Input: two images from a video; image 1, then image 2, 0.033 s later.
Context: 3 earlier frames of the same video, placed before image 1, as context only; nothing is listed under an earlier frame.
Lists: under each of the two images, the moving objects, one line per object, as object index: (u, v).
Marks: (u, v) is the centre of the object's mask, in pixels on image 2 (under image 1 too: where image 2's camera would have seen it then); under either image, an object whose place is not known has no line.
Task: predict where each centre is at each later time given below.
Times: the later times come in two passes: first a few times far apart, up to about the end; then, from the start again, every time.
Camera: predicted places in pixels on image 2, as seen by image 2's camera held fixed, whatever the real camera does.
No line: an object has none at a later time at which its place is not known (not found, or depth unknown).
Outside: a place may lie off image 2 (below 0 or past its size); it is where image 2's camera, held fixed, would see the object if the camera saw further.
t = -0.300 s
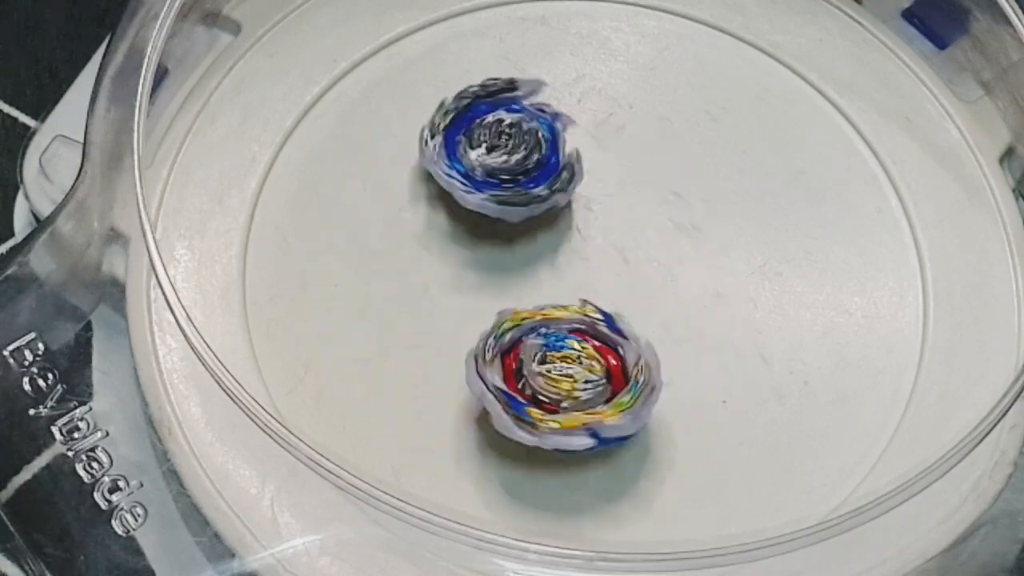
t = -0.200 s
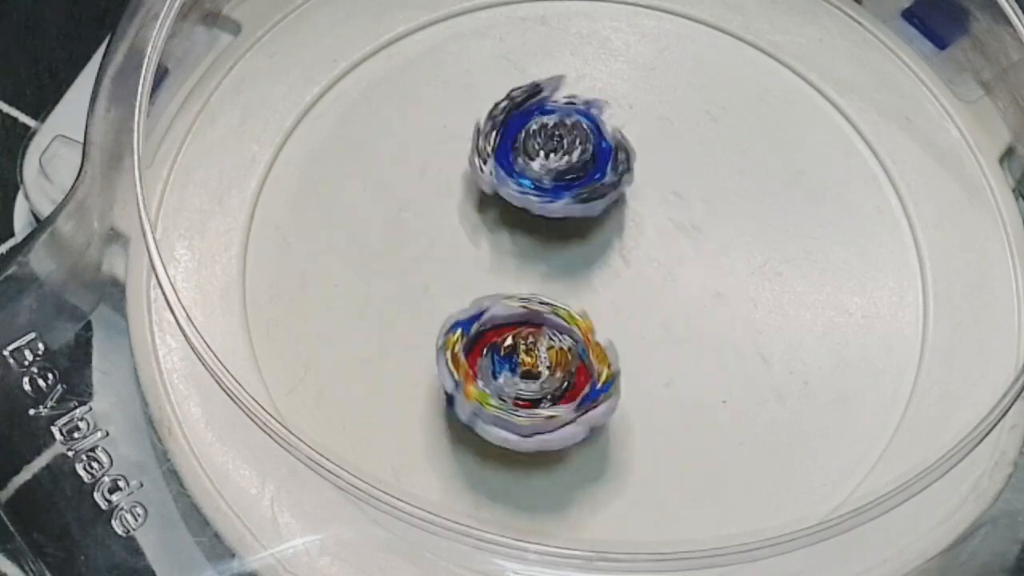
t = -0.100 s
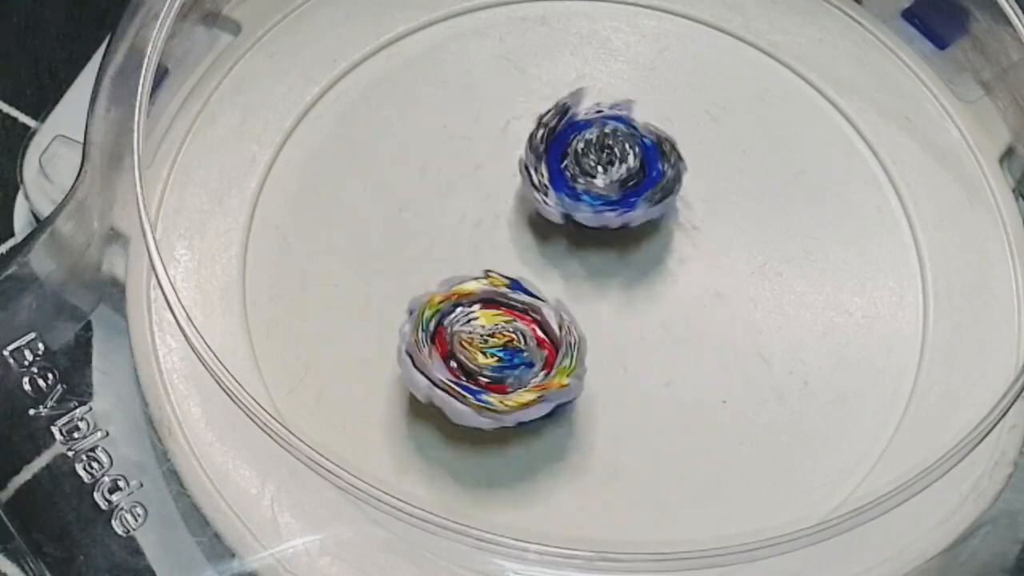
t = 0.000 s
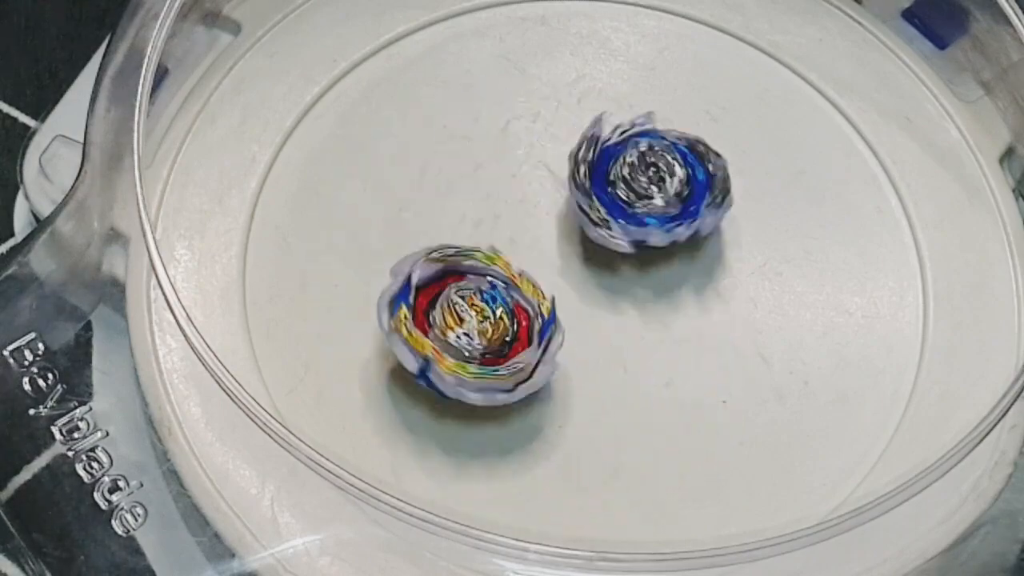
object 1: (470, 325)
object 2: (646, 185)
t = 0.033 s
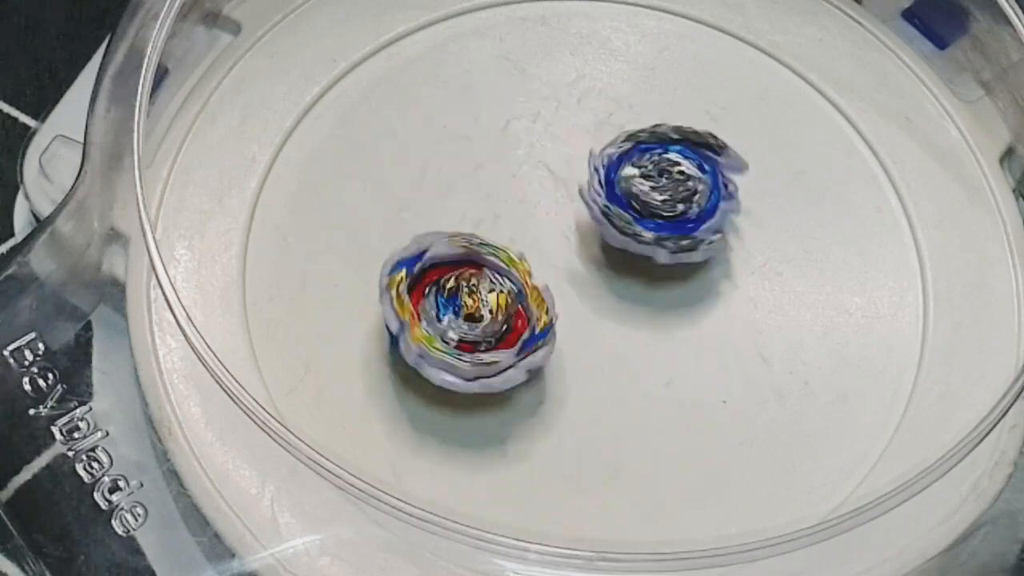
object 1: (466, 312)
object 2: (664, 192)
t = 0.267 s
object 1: (468, 232)
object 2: (727, 261)
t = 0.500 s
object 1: (523, 177)
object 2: (684, 338)
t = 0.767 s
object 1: (615, 169)
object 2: (552, 310)
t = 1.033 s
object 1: (683, 214)
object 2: (458, 245)
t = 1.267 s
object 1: (683, 282)
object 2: (486, 174)
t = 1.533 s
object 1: (621, 338)
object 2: (595, 187)
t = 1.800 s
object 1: (517, 357)
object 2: (672, 206)
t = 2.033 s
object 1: (461, 320)
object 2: (670, 235)
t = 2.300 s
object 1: (336, 228)
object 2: (706, 234)
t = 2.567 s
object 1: (363, 204)
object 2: (715, 270)
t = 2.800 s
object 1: (461, 219)
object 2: (633, 275)
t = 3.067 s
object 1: (520, 209)
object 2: (653, 310)
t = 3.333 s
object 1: (610, 172)
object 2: (632, 345)
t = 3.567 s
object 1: (615, 172)
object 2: (626, 345)
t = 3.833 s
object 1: (617, 172)
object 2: (626, 342)
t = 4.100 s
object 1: (617, 171)
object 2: (621, 339)
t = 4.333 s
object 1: (618, 170)
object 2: (615, 335)
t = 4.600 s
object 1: (619, 171)
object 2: (612, 338)
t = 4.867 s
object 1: (621, 170)
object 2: (613, 338)
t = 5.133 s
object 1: (622, 169)
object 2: (612, 335)
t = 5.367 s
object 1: (623, 169)
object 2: (609, 332)
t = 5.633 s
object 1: (625, 169)
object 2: (606, 332)
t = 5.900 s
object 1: (626, 169)
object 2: (606, 333)
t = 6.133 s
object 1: (627, 168)
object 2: (607, 330)
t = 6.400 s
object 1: (627, 166)
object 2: (605, 324)
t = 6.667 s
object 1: (628, 168)
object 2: (598, 322)
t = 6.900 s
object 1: (629, 170)
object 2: (595, 322)
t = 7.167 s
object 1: (630, 171)
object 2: (595, 322)
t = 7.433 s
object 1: (630, 169)
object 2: (595, 319)
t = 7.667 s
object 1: (631, 169)
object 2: (592, 316)
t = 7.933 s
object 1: (631, 171)
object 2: (589, 316)
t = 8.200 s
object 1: (631, 171)
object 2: (589, 316)
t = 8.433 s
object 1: (631, 171)
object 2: (590, 313)
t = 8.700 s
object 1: (632, 172)
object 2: (588, 308)
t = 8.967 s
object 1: (631, 172)
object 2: (583, 305)
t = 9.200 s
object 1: (630, 172)
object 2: (581, 307)
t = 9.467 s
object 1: (631, 169)
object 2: (582, 304)
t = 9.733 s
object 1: (635, 156)
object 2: (557, 295)
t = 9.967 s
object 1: (616, 186)
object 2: (503, 285)
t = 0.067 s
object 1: (460, 301)
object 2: (673, 197)
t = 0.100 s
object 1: (459, 289)
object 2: (687, 210)
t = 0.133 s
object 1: (457, 275)
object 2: (701, 217)
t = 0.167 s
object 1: (459, 265)
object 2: (706, 225)
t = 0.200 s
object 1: (460, 252)
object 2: (718, 240)
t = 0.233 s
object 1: (463, 243)
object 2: (726, 249)
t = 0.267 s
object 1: (468, 232)
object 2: (727, 261)
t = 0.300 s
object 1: (471, 223)
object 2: (733, 277)
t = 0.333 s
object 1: (478, 213)
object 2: (732, 287)
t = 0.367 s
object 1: (484, 203)
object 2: (725, 300)
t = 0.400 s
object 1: (494, 196)
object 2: (722, 313)
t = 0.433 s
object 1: (502, 188)
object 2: (710, 322)
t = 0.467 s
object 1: (513, 184)
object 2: (694, 331)
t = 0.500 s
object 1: (523, 177)
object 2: (684, 338)
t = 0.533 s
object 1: (533, 175)
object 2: (665, 340)
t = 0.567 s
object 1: (545, 171)
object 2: (648, 342)
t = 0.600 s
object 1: (553, 168)
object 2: (634, 342)
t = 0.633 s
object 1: (568, 166)
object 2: (615, 337)
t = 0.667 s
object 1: (578, 164)
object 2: (597, 332)
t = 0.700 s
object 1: (591, 165)
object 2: (584, 328)
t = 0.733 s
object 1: (603, 164)
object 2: (568, 318)
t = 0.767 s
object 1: (615, 169)
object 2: (552, 310)
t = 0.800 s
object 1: (627, 169)
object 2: (540, 308)
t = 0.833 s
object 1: (637, 176)
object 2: (523, 300)
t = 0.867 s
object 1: (647, 179)
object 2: (507, 294)
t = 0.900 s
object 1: (653, 186)
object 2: (497, 287)
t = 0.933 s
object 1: (665, 191)
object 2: (483, 277)
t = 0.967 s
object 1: (671, 199)
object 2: (471, 268)
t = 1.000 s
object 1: (680, 207)
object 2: (465, 259)
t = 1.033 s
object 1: (683, 214)
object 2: (458, 245)
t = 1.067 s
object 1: (688, 225)
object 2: (450, 233)
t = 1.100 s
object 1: (690, 231)
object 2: (452, 224)
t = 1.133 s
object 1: (692, 244)
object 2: (453, 210)
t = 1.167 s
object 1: (693, 251)
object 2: (454, 197)
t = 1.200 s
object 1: (690, 263)
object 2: (465, 191)
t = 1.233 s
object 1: (689, 271)
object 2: (476, 182)
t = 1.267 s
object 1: (683, 282)
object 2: (486, 174)
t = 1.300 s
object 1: (681, 290)
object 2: (502, 175)
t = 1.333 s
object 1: (673, 298)
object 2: (519, 174)
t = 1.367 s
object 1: (668, 305)
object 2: (533, 171)
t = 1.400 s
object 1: (659, 313)
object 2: (547, 179)
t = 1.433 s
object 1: (651, 319)
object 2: (564, 185)
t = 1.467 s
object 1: (641, 325)
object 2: (576, 183)
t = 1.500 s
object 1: (633, 333)
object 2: (583, 185)
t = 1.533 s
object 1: (621, 338)
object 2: (595, 187)
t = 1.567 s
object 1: (610, 341)
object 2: (612, 188)
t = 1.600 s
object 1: (599, 343)
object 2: (619, 191)
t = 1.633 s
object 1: (585, 345)
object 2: (628, 199)
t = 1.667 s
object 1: (574, 343)
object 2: (641, 208)
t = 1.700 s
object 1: (560, 344)
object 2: (649, 214)
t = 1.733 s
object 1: (544, 356)
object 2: (656, 207)
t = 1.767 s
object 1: (526, 357)
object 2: (663, 205)
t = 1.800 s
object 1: (517, 357)
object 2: (672, 206)
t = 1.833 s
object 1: (505, 353)
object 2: (682, 209)
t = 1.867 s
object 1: (496, 353)
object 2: (689, 211)
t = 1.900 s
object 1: (486, 347)
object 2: (692, 214)
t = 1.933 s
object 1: (475, 344)
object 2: (690, 218)
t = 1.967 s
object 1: (472, 336)
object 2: (686, 223)
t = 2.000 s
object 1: (463, 329)
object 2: (678, 229)
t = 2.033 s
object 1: (461, 320)
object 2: (670, 235)
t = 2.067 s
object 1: (455, 309)
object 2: (658, 242)
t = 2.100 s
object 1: (454, 299)
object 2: (648, 244)
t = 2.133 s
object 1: (452, 285)
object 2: (636, 245)
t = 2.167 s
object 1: (453, 276)
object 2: (624, 244)
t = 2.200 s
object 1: (423, 261)
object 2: (634, 240)
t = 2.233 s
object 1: (386, 250)
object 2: (667, 236)
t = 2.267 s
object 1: (351, 237)
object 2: (689, 233)
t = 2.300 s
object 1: (336, 228)
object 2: (706, 234)
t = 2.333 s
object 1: (331, 222)
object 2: (714, 237)
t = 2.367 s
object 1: (331, 220)
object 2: (725, 242)
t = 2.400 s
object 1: (331, 219)
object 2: (729, 246)
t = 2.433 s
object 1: (334, 214)
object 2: (736, 250)
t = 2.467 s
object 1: (339, 212)
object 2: (735, 257)
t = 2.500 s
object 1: (344, 207)
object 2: (732, 260)
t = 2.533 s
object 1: (354, 205)
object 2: (725, 267)
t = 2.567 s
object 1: (363, 204)
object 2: (715, 270)
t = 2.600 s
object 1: (375, 206)
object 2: (701, 275)
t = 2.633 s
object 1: (386, 208)
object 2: (687, 276)
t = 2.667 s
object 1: (400, 212)
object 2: (673, 278)
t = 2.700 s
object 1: (412, 215)
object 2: (656, 276)
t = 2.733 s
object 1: (430, 219)
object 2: (645, 277)
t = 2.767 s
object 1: (450, 223)
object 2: (629, 273)
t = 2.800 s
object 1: (461, 219)
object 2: (633, 275)
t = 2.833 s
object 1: (468, 215)
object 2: (639, 279)
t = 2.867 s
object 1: (477, 214)
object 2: (639, 279)
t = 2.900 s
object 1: (479, 208)
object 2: (647, 287)
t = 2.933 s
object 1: (480, 205)
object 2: (653, 293)
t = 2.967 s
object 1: (490, 204)
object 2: (654, 298)
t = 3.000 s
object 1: (498, 207)
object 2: (658, 303)
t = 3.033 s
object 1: (507, 210)
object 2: (654, 306)
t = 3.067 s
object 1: (520, 209)
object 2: (653, 310)
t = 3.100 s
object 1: (529, 204)
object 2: (654, 318)
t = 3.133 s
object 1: (539, 194)
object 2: (657, 328)
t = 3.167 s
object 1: (551, 186)
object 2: (656, 334)
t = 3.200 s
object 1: (563, 182)
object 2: (653, 341)
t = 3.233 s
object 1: (577, 181)
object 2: (650, 343)
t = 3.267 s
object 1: (588, 176)
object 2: (647, 348)
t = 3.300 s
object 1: (600, 175)
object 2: (642, 345)
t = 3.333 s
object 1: (610, 172)
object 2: (632, 345)
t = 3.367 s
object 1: (614, 173)
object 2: (626, 345)
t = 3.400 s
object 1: (614, 172)
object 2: (625, 343)
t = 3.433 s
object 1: (614, 172)
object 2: (625, 344)
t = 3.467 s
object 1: (615, 172)
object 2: (625, 345)
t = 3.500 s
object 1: (615, 172)
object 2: (626, 346)
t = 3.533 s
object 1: (615, 172)
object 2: (626, 345)
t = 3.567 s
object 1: (615, 172)
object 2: (626, 345)
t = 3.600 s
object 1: (616, 173)
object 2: (626, 345)
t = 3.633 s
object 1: (616, 173)
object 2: (626, 345)
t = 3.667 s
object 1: (616, 173)
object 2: (626, 345)
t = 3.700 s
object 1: (616, 173)
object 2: (626, 344)
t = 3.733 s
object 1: (616, 173)
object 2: (626, 344)
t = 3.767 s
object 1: (616, 173)
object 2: (626, 344)
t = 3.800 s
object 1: (616, 172)
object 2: (626, 343)
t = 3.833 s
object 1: (617, 172)
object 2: (626, 342)
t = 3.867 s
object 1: (617, 173)
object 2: (626, 343)
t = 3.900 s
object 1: (617, 172)
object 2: (626, 342)
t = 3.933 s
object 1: (617, 172)
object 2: (626, 341)
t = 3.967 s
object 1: (617, 172)
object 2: (625, 340)
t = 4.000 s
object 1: (617, 172)
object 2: (624, 340)
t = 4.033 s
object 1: (617, 172)
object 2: (623, 340)
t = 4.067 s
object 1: (617, 172)
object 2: (622, 339)
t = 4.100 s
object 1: (617, 171)
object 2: (621, 339)
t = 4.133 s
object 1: (617, 170)
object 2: (620, 338)
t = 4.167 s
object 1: (617, 171)
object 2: (620, 338)
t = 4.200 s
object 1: (618, 170)
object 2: (619, 338)
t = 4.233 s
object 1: (618, 170)
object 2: (618, 337)
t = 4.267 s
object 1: (618, 170)
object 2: (617, 337)
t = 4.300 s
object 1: (618, 170)
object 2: (616, 336)
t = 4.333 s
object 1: (618, 170)
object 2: (615, 335)
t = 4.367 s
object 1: (618, 170)
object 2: (615, 335)
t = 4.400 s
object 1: (619, 170)
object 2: (614, 335)
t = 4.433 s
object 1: (618, 172)
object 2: (614, 337)
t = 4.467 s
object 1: (619, 172)
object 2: (613, 338)
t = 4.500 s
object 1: (619, 171)
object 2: (613, 337)
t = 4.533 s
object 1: (619, 171)
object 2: (613, 338)
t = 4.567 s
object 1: (619, 171)
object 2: (612, 338)
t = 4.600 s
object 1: (619, 171)
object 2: (612, 338)
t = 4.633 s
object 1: (619, 171)
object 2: (612, 339)
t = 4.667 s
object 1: (620, 171)
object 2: (612, 338)
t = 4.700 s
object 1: (620, 171)
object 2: (612, 338)
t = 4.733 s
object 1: (620, 171)
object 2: (612, 338)
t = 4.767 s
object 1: (620, 171)
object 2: (612, 339)
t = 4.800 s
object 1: (620, 170)
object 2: (613, 339)
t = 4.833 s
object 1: (621, 171)
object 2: (612, 338)
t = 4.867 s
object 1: (621, 170)
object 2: (613, 338)
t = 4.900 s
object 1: (621, 170)
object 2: (613, 337)
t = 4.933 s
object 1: (621, 170)
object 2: (612, 337)
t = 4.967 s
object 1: (621, 170)
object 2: (612, 337)
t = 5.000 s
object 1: (621, 170)
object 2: (612, 336)
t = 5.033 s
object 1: (622, 170)
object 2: (612, 336)
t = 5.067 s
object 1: (622, 169)
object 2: (612, 336)
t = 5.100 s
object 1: (622, 169)
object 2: (611, 335)
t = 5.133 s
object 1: (622, 169)
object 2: (612, 335)
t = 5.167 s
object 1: (622, 169)
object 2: (611, 334)
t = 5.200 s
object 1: (622, 169)
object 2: (611, 334)
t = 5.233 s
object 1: (623, 169)
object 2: (610, 333)
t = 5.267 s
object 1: (623, 169)
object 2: (610, 333)
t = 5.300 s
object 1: (623, 169)
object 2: (610, 333)
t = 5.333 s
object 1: (623, 169)
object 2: (609, 333)
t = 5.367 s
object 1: (623, 169)
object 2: (609, 332)
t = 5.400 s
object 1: (623, 169)
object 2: (607, 332)
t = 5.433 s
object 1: (624, 169)
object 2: (608, 332)
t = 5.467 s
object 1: (624, 168)
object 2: (607, 330)
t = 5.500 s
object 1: (624, 169)
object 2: (607, 331)
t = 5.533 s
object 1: (624, 170)
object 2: (606, 331)
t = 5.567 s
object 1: (624, 170)
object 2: (606, 332)
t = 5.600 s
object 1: (625, 170)
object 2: (606, 333)
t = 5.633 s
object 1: (625, 169)
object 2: (606, 332)
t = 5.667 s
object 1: (625, 170)
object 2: (606, 333)
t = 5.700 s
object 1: (625, 169)
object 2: (606, 333)
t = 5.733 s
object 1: (625, 169)
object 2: (605, 333)
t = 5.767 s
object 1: (625, 169)
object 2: (605, 334)
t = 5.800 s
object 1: (625, 169)
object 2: (606, 333)
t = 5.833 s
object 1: (625, 169)
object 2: (606, 333)
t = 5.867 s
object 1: (626, 169)
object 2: (606, 334)
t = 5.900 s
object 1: (626, 169)
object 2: (606, 333)
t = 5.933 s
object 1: (626, 168)
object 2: (606, 333)
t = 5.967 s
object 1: (626, 169)
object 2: (607, 333)
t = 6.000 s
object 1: (626, 168)
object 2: (607, 332)
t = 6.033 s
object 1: (627, 169)
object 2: (607, 332)
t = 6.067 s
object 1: (627, 168)
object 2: (607, 331)
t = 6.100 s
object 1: (627, 168)
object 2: (607, 331)
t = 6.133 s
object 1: (627, 168)
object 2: (607, 330)
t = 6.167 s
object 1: (627, 168)
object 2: (607, 330)
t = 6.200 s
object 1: (627, 168)
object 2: (606, 329)
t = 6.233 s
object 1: (627, 168)
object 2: (606, 329)
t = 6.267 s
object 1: (627, 168)
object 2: (606, 328)
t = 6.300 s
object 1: (627, 168)
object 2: (606, 327)
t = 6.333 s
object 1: (627, 167)
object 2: (606, 326)
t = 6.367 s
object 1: (627, 167)
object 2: (605, 325)
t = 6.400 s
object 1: (627, 166)
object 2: (605, 324)
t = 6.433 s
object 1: (627, 166)
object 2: (604, 323)
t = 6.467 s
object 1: (628, 166)
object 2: (604, 322)
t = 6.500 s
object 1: (628, 166)
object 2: (603, 322)
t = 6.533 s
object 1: (628, 166)
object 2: (602, 321)
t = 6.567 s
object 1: (628, 166)
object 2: (601, 321)
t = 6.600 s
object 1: (628, 167)
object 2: (599, 322)
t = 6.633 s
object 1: (627, 167)
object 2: (599, 322)
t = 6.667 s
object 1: (628, 168)
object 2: (598, 322)
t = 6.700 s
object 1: (628, 168)
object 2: (597, 322)
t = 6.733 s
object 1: (628, 169)
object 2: (597, 322)
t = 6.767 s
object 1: (629, 169)
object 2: (597, 322)
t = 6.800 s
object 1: (629, 169)
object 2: (596, 322)
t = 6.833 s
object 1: (629, 169)
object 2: (595, 321)
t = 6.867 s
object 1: (629, 170)
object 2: (596, 322)
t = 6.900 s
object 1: (629, 170)
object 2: (595, 322)
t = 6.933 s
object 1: (629, 170)
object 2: (595, 323)
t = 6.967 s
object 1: (629, 171)
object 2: (595, 324)
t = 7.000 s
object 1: (629, 171)
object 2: (596, 323)
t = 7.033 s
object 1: (629, 170)
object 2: (596, 323)
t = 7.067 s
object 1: (629, 170)
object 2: (596, 323)
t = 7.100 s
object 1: (630, 171)
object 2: (596, 323)
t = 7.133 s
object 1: (630, 170)
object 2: (596, 322)
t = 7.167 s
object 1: (630, 171)
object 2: (595, 322)
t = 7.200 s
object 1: (630, 171)
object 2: (596, 322)
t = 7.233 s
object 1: (630, 170)
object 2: (595, 321)
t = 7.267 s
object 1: (630, 169)
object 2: (595, 320)
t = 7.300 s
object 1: (630, 169)
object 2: (595, 321)
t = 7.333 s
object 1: (630, 169)
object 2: (595, 321)
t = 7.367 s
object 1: (630, 170)
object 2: (595, 320)
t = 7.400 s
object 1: (630, 169)
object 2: (595, 320)
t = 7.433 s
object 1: (630, 169)
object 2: (595, 319)
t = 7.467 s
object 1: (630, 168)
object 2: (595, 318)
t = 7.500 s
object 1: (631, 169)
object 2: (595, 317)
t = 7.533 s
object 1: (630, 168)
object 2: (593, 317)
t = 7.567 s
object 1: (631, 169)
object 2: (593, 316)
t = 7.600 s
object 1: (631, 169)
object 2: (593, 316)
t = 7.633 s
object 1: (631, 169)
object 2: (593, 316)
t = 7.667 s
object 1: (631, 169)
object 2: (592, 316)
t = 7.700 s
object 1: (631, 169)
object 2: (592, 316)
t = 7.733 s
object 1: (631, 169)
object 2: (591, 315)
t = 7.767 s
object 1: (631, 169)
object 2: (591, 314)
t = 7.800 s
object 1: (631, 170)
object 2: (590, 315)
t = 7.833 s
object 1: (631, 170)
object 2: (590, 316)
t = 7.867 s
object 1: (630, 171)
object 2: (589, 316)
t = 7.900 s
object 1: (631, 171)
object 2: (589, 316)
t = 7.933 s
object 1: (631, 171)
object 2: (589, 316)
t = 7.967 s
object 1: (631, 171)
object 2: (589, 316)
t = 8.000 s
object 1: (631, 172)
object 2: (589, 317)
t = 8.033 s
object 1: (631, 172)
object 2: (589, 317)
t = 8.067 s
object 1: (631, 172)
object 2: (589, 317)
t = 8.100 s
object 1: (631, 171)
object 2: (590, 316)
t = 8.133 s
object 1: (631, 171)
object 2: (590, 316)
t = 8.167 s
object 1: (631, 171)
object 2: (590, 316)
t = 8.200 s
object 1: (631, 171)
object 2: (589, 316)
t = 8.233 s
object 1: (631, 171)
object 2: (589, 316)
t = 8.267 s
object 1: (631, 172)
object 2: (590, 316)
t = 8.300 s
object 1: (631, 172)
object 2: (590, 316)
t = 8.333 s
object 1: (631, 171)
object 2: (591, 315)
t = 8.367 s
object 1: (631, 171)
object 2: (590, 315)
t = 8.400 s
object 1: (631, 171)
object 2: (590, 314)
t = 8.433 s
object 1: (631, 171)
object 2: (590, 313)
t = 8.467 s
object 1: (631, 171)
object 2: (590, 313)
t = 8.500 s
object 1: (631, 171)
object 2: (591, 312)
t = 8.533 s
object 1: (631, 171)
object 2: (591, 311)
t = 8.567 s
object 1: (632, 172)
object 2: (590, 311)
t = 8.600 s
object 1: (631, 171)
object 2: (590, 310)
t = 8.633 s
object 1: (632, 172)
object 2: (589, 309)
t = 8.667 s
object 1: (632, 172)
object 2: (589, 309)
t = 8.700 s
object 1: (632, 172)
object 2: (588, 308)
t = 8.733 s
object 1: (632, 172)
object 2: (588, 307)
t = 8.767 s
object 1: (632, 171)
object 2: (588, 307)
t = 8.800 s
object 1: (632, 171)
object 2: (586, 306)
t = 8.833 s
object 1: (632, 172)
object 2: (586, 306)
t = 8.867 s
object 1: (632, 172)
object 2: (586, 305)
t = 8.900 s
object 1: (632, 172)
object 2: (584, 305)
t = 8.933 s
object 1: (632, 173)
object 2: (584, 306)
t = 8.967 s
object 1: (631, 172)
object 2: (583, 305)
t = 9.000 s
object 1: (631, 172)
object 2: (583, 305)
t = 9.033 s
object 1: (631, 172)
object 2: (583, 305)
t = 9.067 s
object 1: (631, 172)
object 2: (583, 305)
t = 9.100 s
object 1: (630, 173)
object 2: (582, 306)
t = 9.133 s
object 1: (630, 172)
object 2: (581, 306)
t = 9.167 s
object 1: (631, 172)
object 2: (581, 306)
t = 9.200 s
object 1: (630, 172)
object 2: (581, 307)
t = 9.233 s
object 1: (630, 171)
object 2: (582, 306)
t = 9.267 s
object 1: (630, 171)
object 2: (582, 306)
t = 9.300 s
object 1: (630, 171)
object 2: (582, 306)
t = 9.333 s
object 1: (630, 171)
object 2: (581, 306)
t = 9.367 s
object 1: (631, 170)
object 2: (581, 305)
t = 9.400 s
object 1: (631, 170)
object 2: (581, 305)
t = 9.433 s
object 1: (631, 170)
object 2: (582, 304)
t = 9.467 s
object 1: (631, 169)
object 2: (582, 304)
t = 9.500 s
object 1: (631, 169)
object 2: (582, 303)
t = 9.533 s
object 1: (630, 169)
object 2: (581, 303)
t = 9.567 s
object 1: (631, 169)
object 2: (582, 303)
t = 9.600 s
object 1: (630, 169)
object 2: (582, 302)
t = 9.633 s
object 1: (629, 171)
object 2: (575, 298)
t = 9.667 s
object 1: (629, 170)
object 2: (569, 288)
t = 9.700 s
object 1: (631, 161)
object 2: (560, 291)
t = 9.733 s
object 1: (635, 156)
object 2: (557, 295)
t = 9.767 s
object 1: (639, 157)
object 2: (551, 298)
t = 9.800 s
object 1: (643, 159)
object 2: (548, 298)
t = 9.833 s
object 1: (644, 165)
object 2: (536, 294)
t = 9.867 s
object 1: (639, 173)
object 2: (526, 290)
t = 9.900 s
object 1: (630, 177)
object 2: (521, 285)
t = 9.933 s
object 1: (623, 180)
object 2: (512, 279)
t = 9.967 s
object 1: (616, 186)
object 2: (503, 285)
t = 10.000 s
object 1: (620, 181)
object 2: (490, 297)
